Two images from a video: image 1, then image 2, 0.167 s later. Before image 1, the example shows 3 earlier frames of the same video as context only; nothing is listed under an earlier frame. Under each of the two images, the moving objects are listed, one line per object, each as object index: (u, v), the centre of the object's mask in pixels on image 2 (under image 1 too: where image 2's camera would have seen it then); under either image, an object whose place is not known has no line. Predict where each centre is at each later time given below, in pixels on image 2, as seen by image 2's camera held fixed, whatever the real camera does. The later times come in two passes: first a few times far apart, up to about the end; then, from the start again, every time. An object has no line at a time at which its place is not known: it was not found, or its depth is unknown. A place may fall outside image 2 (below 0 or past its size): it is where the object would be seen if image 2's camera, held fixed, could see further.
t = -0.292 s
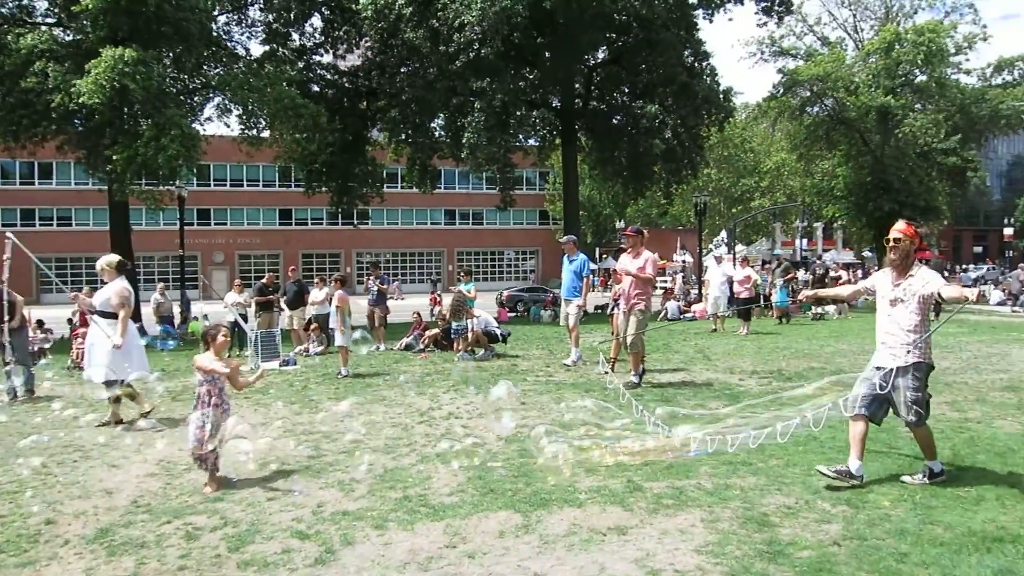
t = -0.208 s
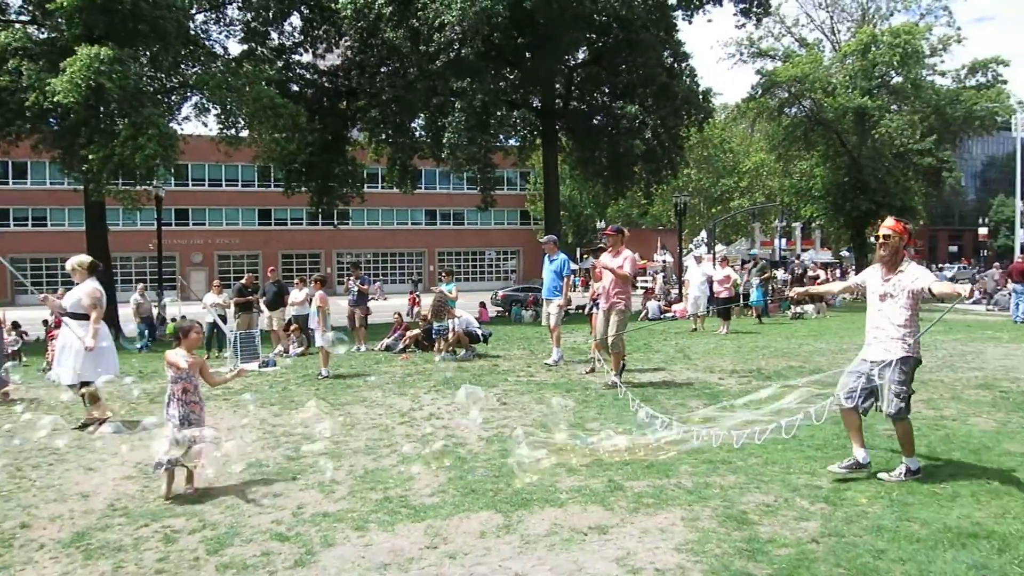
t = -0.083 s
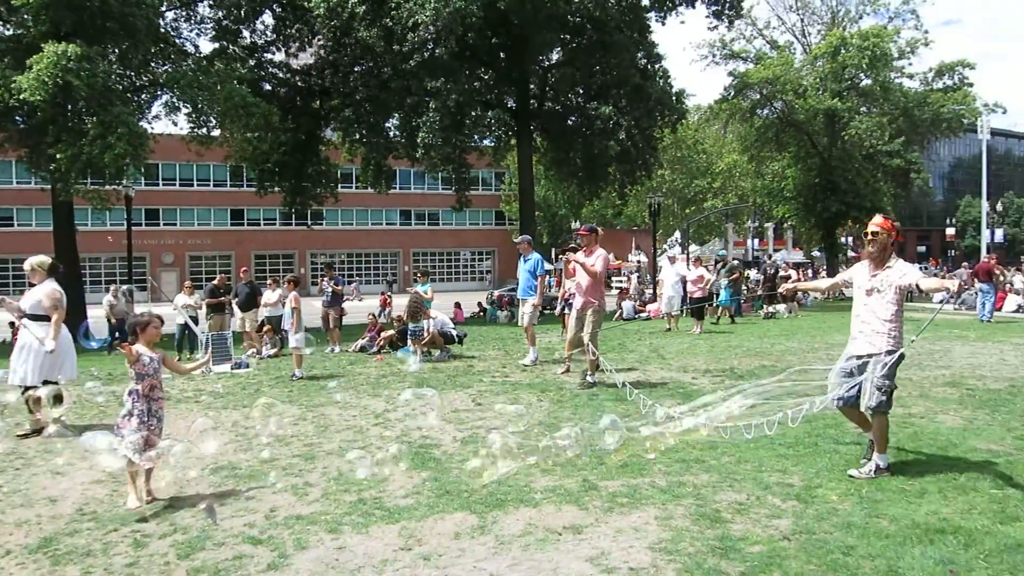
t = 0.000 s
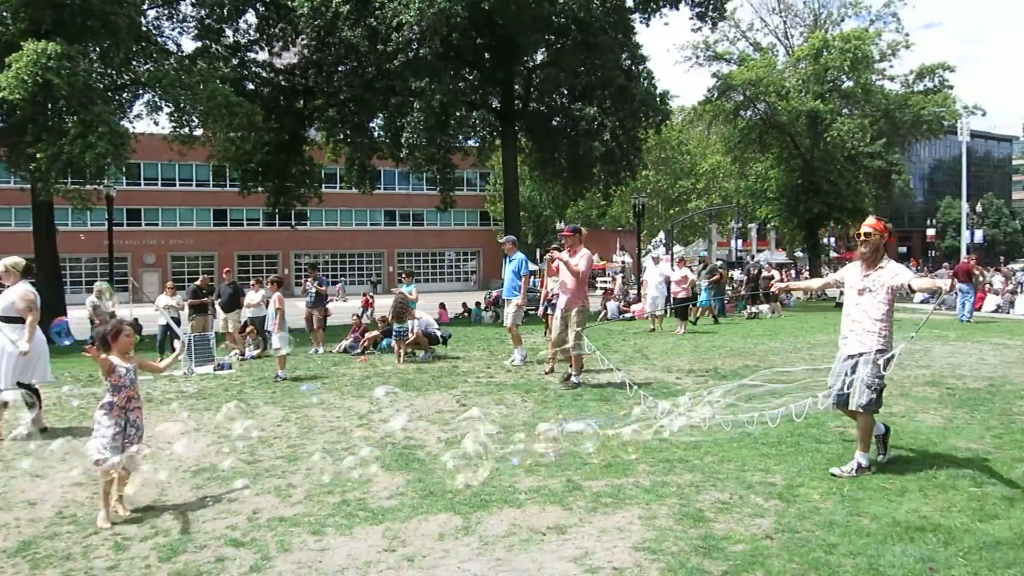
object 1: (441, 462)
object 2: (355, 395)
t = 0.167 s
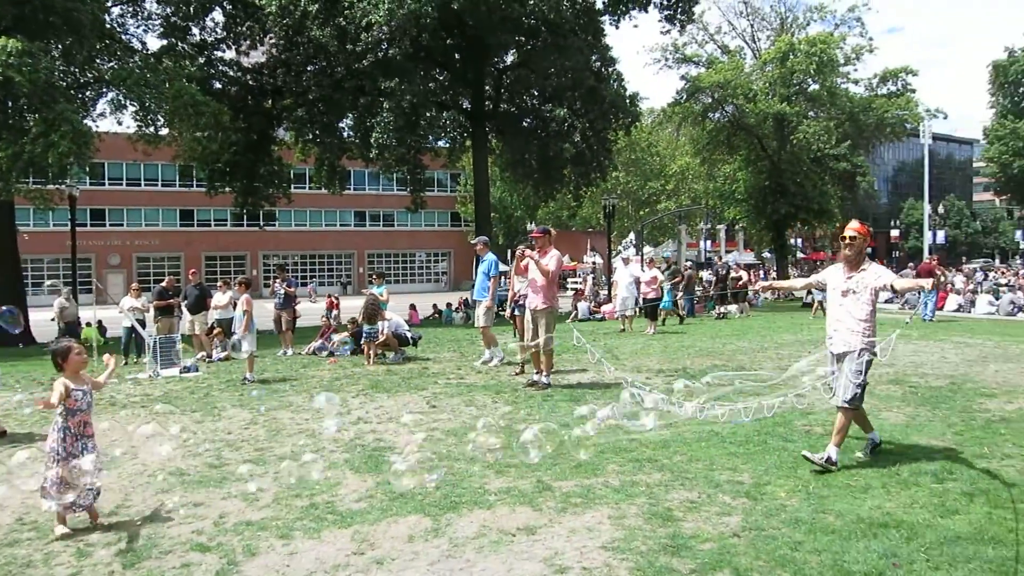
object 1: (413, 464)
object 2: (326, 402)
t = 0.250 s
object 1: (401, 469)
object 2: (310, 401)
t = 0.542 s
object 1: (351, 481)
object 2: (255, 405)
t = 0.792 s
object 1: (321, 482)
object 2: (202, 413)
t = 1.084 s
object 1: (267, 493)
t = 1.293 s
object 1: (240, 496)
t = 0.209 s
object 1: (407, 463)
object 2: (318, 402)
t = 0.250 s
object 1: (401, 469)
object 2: (310, 401)
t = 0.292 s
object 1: (394, 470)
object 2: (300, 401)
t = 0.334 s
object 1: (387, 467)
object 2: (289, 402)
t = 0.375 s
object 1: (379, 471)
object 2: (284, 401)
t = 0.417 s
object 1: (373, 470)
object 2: (277, 403)
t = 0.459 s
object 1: (364, 480)
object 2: (269, 405)
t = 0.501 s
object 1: (360, 479)
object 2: (262, 406)
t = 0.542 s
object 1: (351, 481)
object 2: (255, 405)
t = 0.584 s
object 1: (346, 482)
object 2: (243, 408)
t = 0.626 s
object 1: (340, 477)
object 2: (235, 409)
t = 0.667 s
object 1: (339, 482)
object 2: (228, 410)
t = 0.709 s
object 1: (329, 481)
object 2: (219, 409)
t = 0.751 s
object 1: (328, 477)
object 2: (212, 411)
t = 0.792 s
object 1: (321, 482)
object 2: (202, 413)
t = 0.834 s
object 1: (304, 488)
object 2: (197, 414)
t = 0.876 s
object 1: (298, 489)
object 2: (191, 416)
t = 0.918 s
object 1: (293, 491)
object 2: (185, 415)
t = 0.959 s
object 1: (284, 490)
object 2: (179, 415)
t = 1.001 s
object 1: (279, 489)
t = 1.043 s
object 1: (272, 492)
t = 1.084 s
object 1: (267, 493)
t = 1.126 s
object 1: (260, 496)
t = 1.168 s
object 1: (256, 494)
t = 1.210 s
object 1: (251, 495)
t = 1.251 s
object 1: (244, 496)
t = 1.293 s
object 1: (240, 496)
